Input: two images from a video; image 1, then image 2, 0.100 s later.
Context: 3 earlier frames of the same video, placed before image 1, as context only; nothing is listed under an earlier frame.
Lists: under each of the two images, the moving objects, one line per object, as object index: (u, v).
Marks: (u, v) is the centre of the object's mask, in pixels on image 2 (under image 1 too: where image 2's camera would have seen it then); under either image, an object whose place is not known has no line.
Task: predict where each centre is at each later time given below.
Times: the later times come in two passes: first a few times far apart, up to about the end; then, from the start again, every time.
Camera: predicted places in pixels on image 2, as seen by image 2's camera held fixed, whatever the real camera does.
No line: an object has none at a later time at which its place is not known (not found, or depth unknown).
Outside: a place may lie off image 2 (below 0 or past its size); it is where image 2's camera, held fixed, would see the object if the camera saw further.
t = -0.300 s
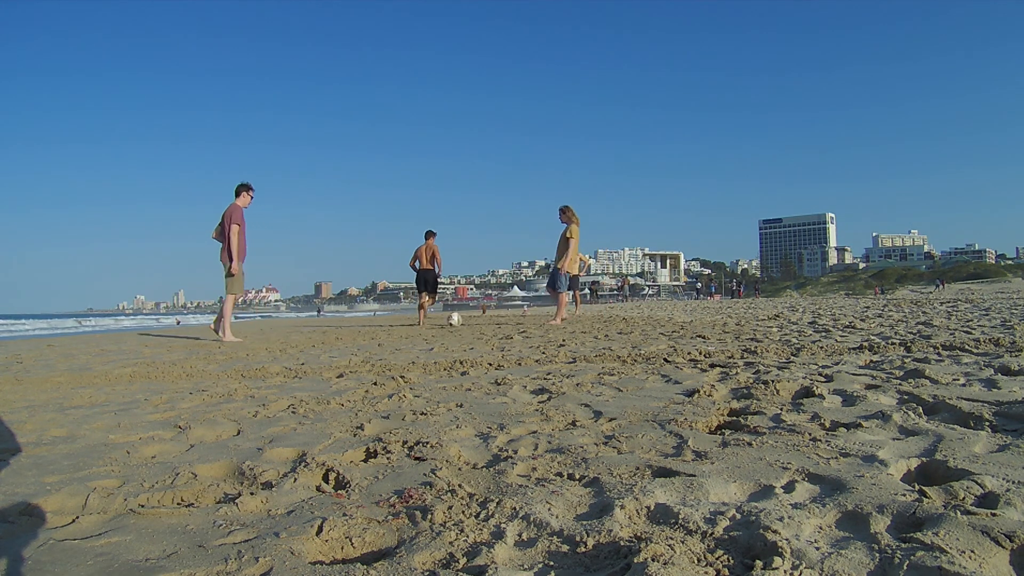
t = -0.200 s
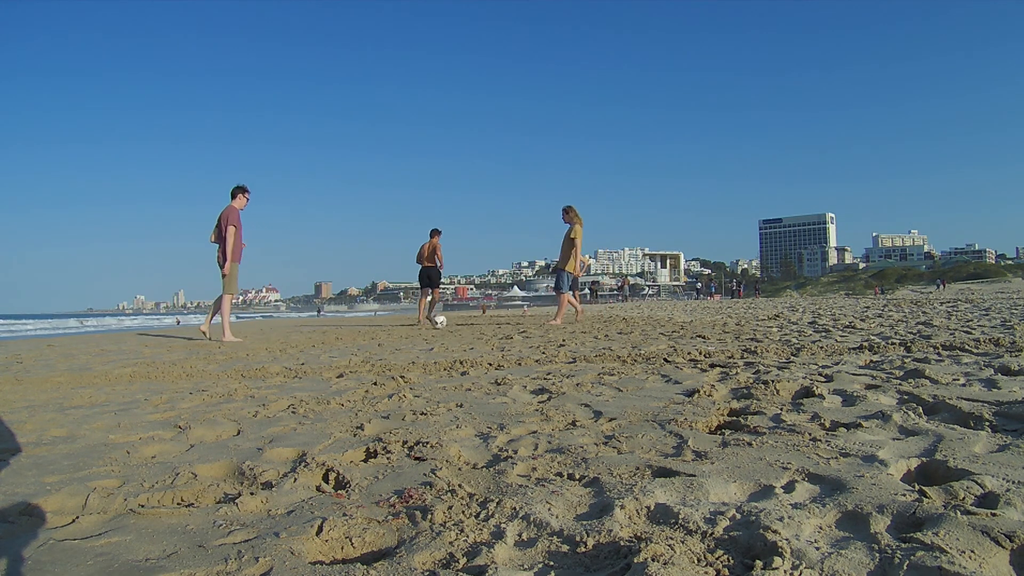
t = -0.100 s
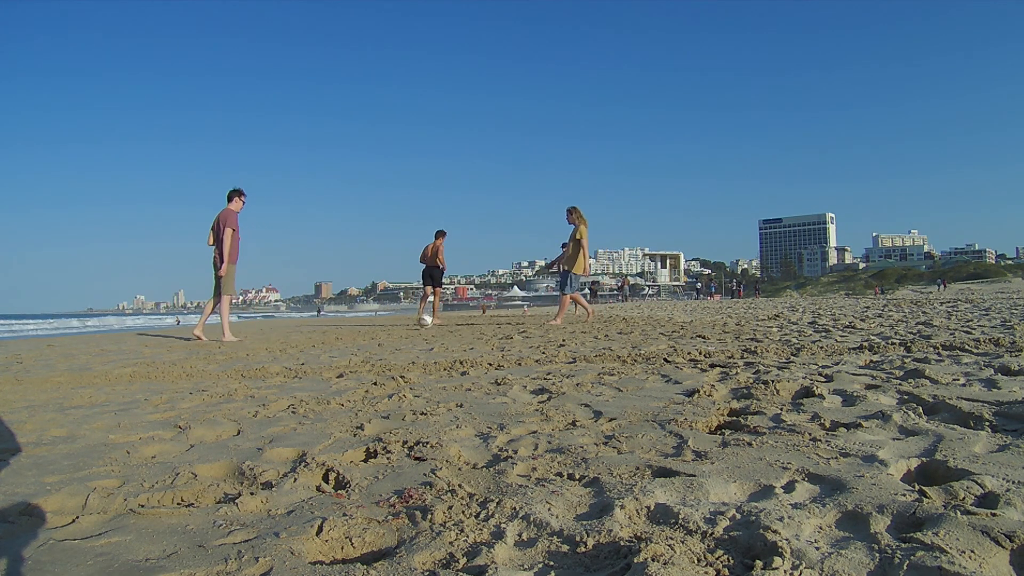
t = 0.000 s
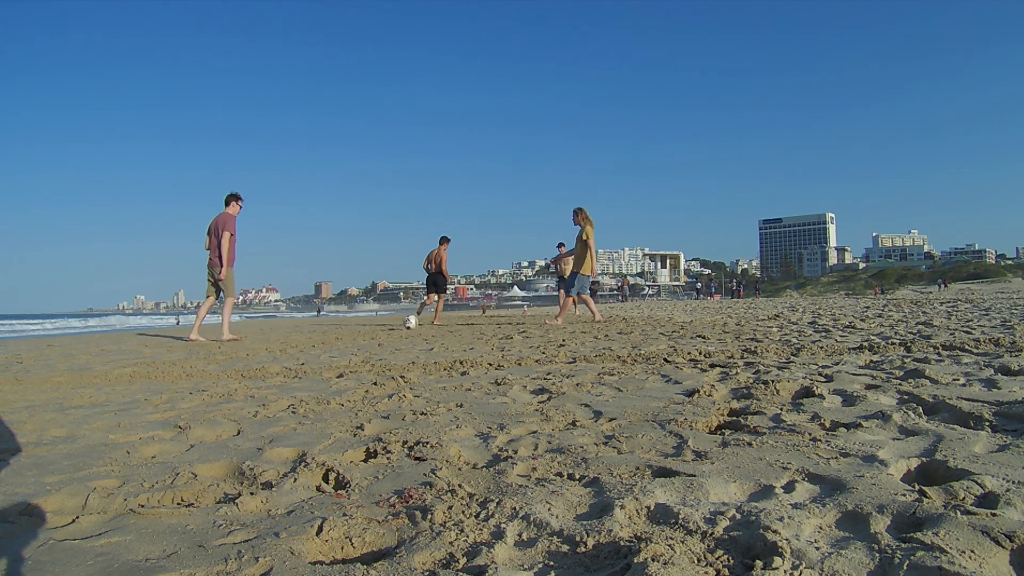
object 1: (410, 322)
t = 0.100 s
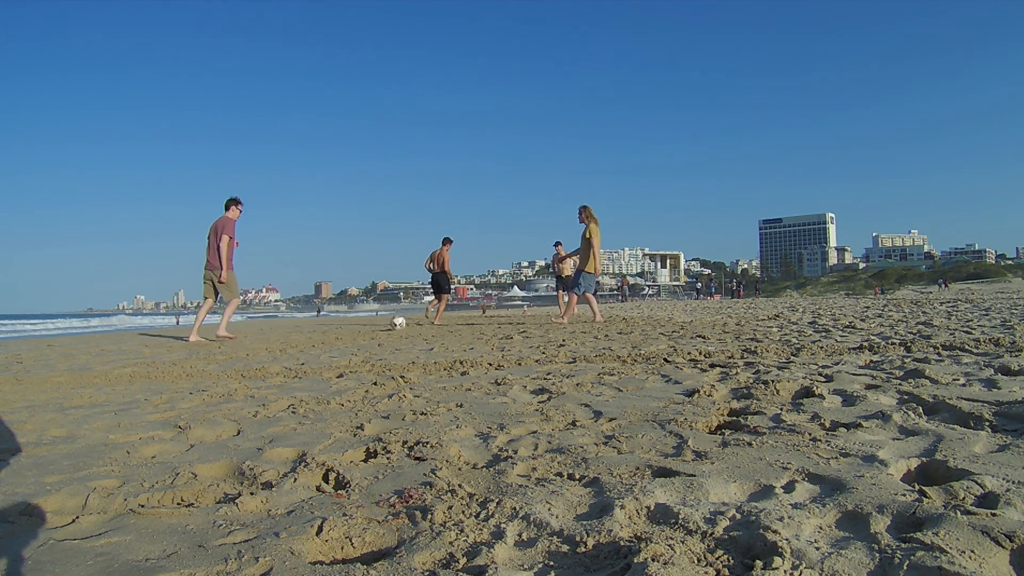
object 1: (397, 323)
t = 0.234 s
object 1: (382, 324)
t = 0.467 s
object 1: (357, 323)
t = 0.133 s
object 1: (394, 322)
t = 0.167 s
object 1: (390, 322)
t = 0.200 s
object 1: (386, 323)
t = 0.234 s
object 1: (382, 324)
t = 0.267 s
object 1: (378, 324)
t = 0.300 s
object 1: (374, 323)
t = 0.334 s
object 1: (371, 323)
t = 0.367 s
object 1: (367, 324)
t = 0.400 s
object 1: (363, 324)
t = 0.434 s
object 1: (360, 324)
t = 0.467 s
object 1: (357, 323)
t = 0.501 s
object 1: (354, 324)
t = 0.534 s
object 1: (350, 325)
